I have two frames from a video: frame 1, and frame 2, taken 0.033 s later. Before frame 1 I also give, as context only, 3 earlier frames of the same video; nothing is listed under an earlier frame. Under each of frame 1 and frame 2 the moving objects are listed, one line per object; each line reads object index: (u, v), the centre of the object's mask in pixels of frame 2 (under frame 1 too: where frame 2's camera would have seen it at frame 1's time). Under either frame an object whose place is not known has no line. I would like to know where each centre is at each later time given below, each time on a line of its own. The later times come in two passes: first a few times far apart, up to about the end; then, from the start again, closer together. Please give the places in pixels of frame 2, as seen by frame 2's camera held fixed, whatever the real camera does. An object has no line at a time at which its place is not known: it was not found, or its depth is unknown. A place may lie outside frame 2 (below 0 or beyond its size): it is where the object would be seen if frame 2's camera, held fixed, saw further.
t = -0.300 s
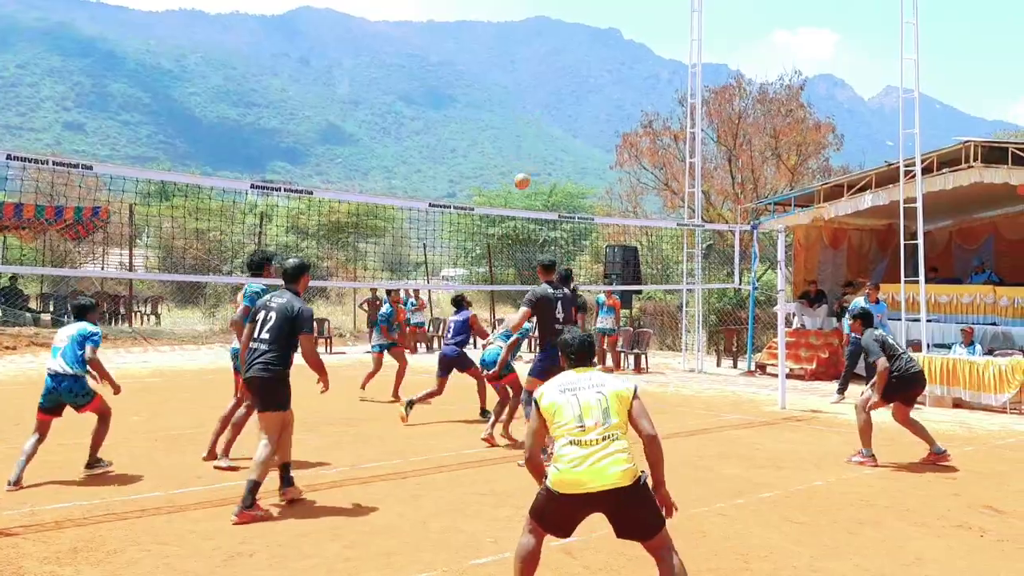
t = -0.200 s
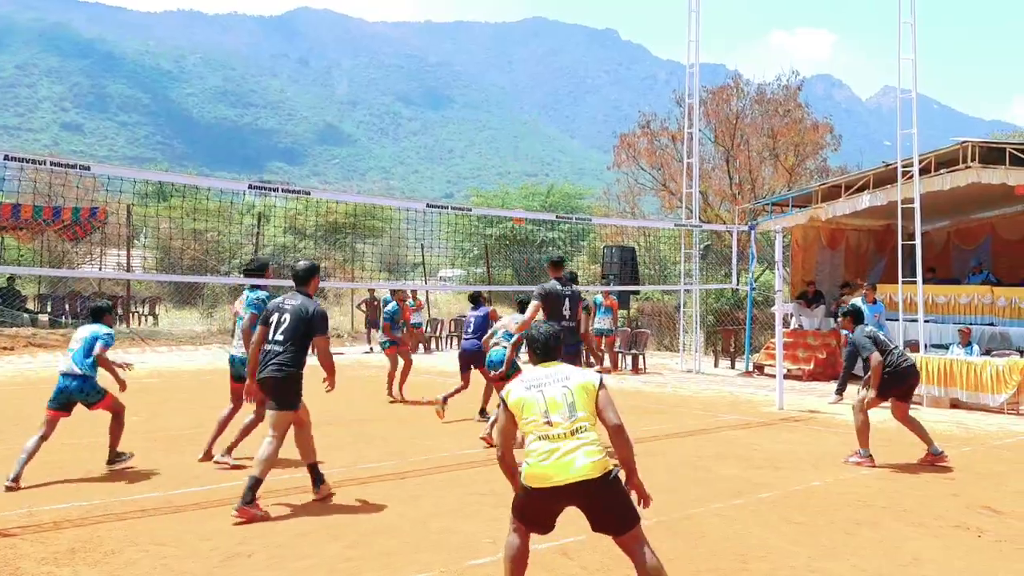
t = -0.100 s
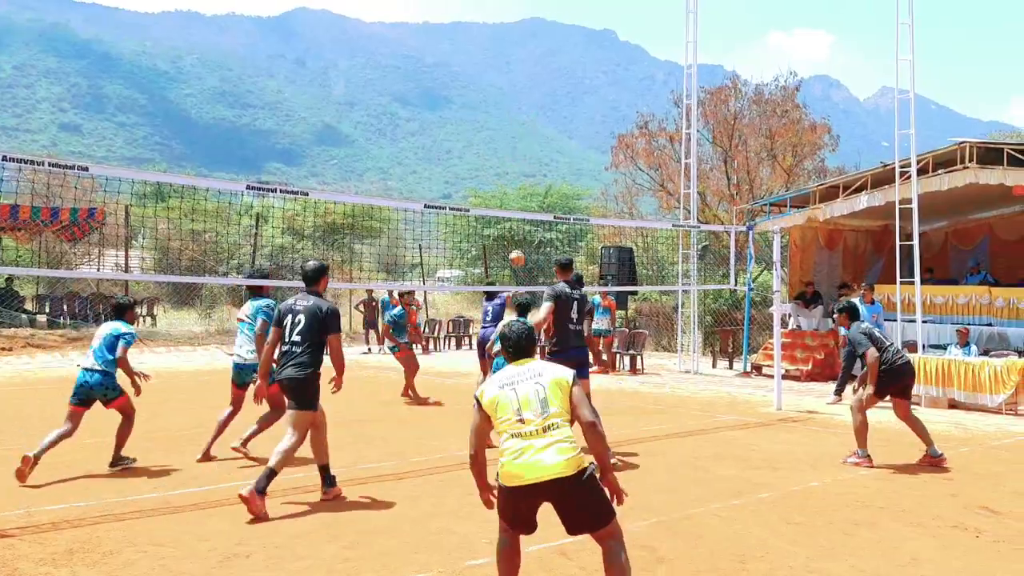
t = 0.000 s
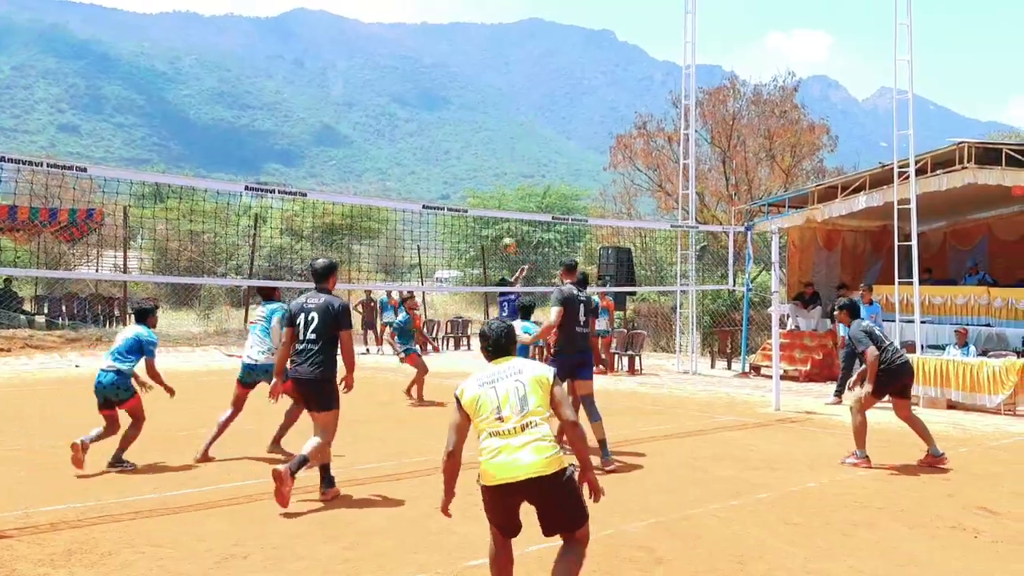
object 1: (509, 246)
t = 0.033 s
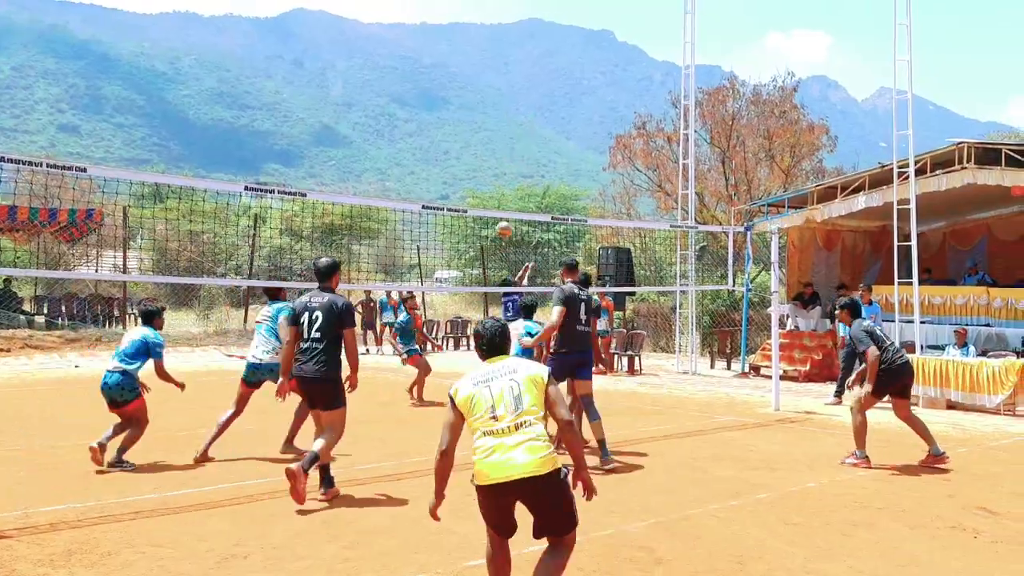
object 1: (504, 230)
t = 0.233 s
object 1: (480, 148)
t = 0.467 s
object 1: (451, 88)
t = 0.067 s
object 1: (499, 208)
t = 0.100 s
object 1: (496, 199)
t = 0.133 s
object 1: (491, 185)
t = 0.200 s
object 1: (484, 160)
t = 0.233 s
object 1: (480, 148)
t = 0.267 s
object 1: (476, 137)
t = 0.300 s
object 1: (471, 126)
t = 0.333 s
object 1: (467, 118)
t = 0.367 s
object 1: (463, 109)
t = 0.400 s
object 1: (459, 102)
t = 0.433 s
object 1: (455, 95)
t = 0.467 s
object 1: (451, 88)
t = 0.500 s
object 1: (446, 83)
